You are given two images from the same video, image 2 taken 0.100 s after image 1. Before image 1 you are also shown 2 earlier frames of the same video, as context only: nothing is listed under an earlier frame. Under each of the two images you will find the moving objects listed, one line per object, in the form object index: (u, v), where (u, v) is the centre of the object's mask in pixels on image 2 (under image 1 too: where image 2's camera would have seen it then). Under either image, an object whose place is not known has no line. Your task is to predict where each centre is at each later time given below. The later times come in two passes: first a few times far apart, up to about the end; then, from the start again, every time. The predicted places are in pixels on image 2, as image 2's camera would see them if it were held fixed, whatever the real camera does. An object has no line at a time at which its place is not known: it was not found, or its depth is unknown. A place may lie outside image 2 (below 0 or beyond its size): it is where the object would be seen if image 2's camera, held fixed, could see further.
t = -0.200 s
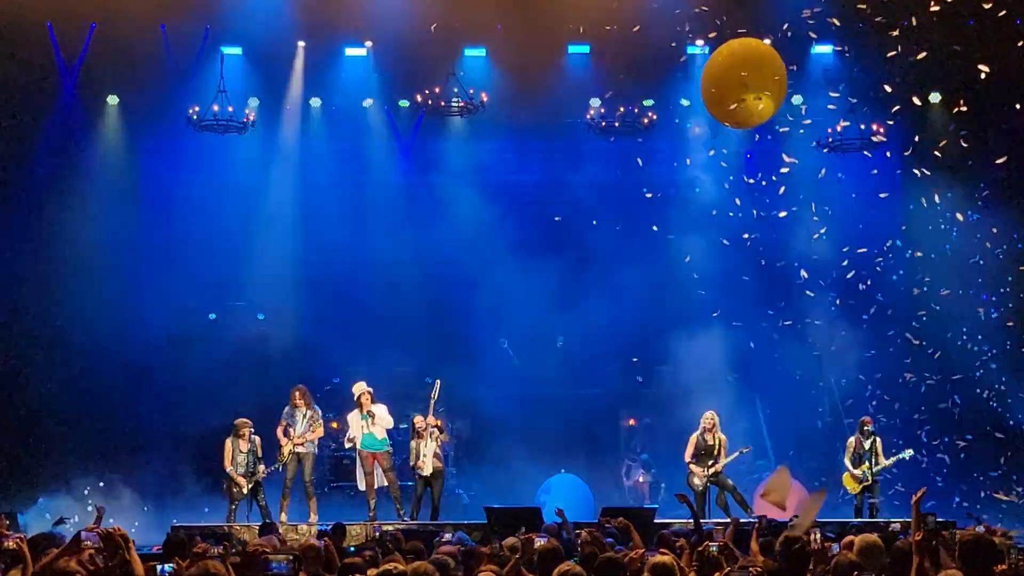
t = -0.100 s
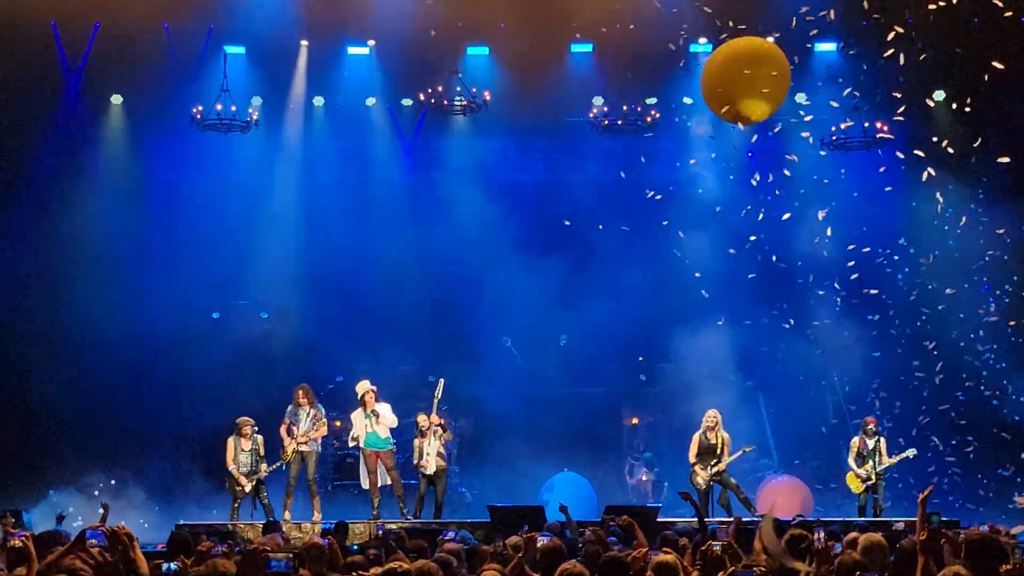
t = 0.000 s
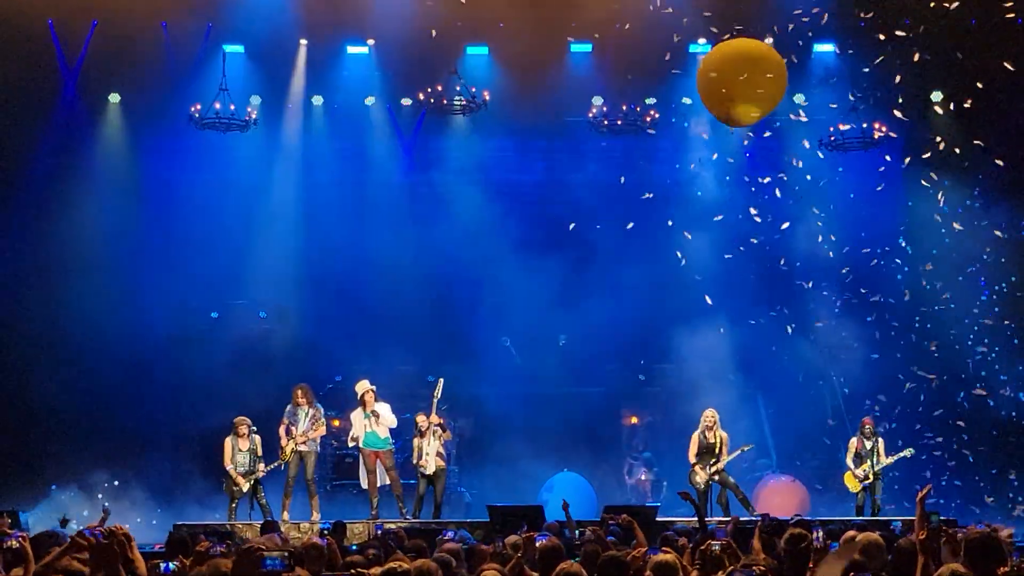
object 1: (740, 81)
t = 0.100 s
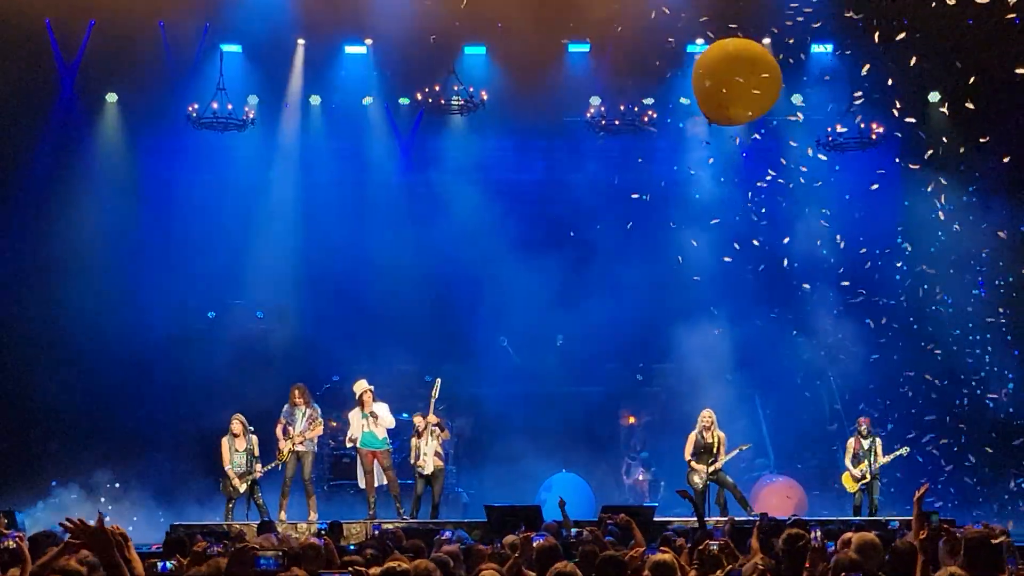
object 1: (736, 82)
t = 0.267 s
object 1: (731, 82)
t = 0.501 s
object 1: (726, 93)
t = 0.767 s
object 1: (718, 123)
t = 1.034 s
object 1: (710, 162)
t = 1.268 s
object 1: (701, 201)
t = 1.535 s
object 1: (692, 252)
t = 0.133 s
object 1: (735, 82)
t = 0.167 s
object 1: (734, 82)
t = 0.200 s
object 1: (733, 82)
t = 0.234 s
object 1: (732, 82)
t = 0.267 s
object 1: (731, 82)
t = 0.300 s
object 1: (730, 83)
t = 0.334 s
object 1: (729, 83)
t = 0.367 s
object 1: (728, 84)
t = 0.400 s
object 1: (728, 85)
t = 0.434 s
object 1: (727, 88)
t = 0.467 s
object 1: (727, 91)
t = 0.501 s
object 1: (726, 93)
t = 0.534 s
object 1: (725, 97)
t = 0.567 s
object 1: (724, 100)
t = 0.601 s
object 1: (724, 103)
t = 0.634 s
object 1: (722, 107)
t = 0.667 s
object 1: (721, 110)
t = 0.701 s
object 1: (720, 115)
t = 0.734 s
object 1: (719, 119)
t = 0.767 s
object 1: (718, 123)
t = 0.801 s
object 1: (717, 127)
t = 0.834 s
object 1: (717, 132)
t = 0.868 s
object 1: (716, 136)
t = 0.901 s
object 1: (715, 141)
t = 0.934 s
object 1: (714, 146)
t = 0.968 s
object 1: (712, 152)
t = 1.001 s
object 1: (711, 157)
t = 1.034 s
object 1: (710, 162)
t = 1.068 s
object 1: (709, 167)
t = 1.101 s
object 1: (707, 173)
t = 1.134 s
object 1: (706, 178)
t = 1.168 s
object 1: (705, 184)
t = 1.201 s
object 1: (704, 189)
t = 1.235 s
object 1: (702, 195)
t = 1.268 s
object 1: (701, 201)
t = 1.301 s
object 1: (700, 207)
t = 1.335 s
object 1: (698, 213)
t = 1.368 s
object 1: (697, 219)
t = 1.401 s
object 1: (696, 225)
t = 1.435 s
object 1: (695, 232)
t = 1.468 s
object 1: (694, 238)
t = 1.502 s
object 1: (693, 245)
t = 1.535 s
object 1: (692, 252)
